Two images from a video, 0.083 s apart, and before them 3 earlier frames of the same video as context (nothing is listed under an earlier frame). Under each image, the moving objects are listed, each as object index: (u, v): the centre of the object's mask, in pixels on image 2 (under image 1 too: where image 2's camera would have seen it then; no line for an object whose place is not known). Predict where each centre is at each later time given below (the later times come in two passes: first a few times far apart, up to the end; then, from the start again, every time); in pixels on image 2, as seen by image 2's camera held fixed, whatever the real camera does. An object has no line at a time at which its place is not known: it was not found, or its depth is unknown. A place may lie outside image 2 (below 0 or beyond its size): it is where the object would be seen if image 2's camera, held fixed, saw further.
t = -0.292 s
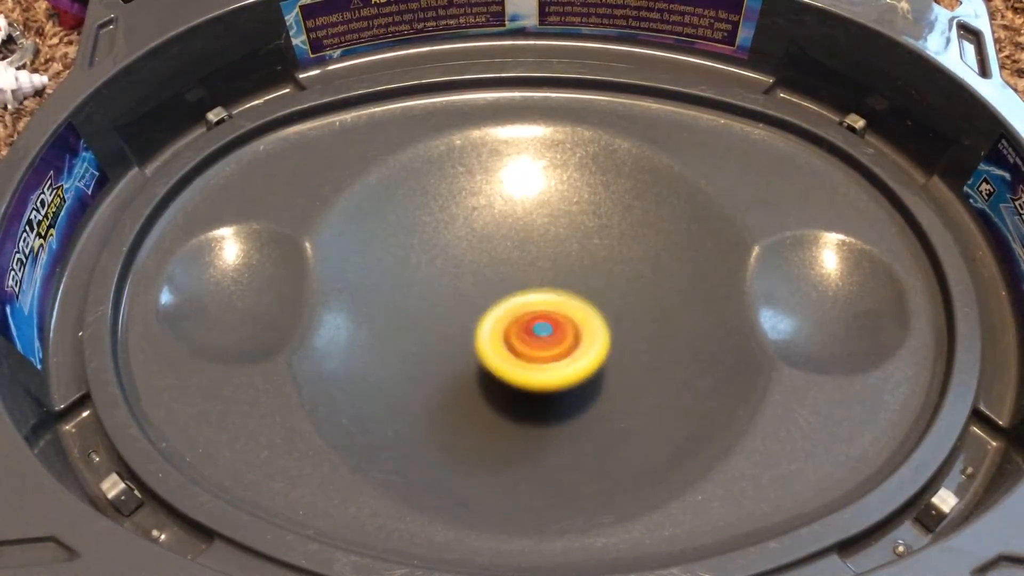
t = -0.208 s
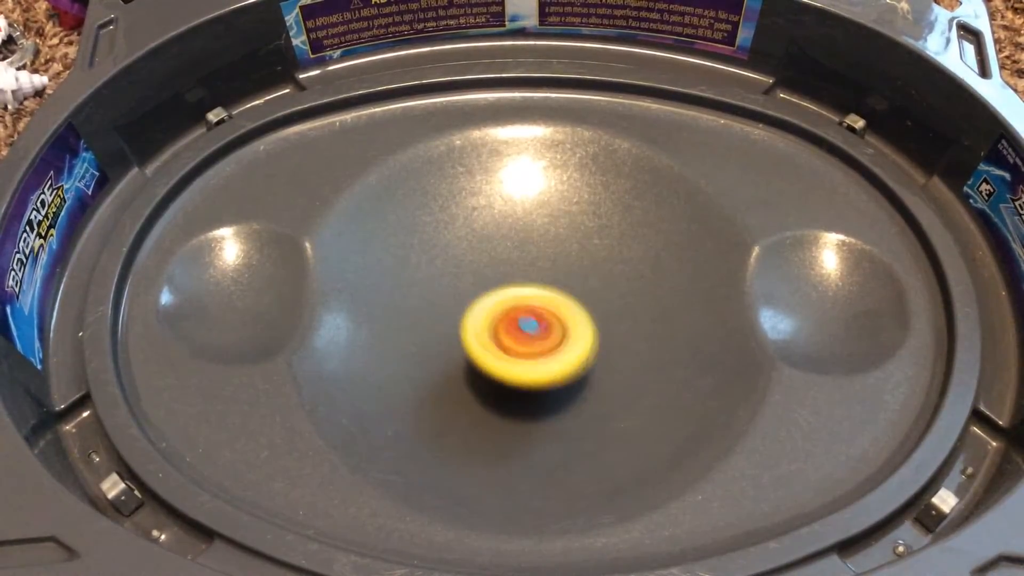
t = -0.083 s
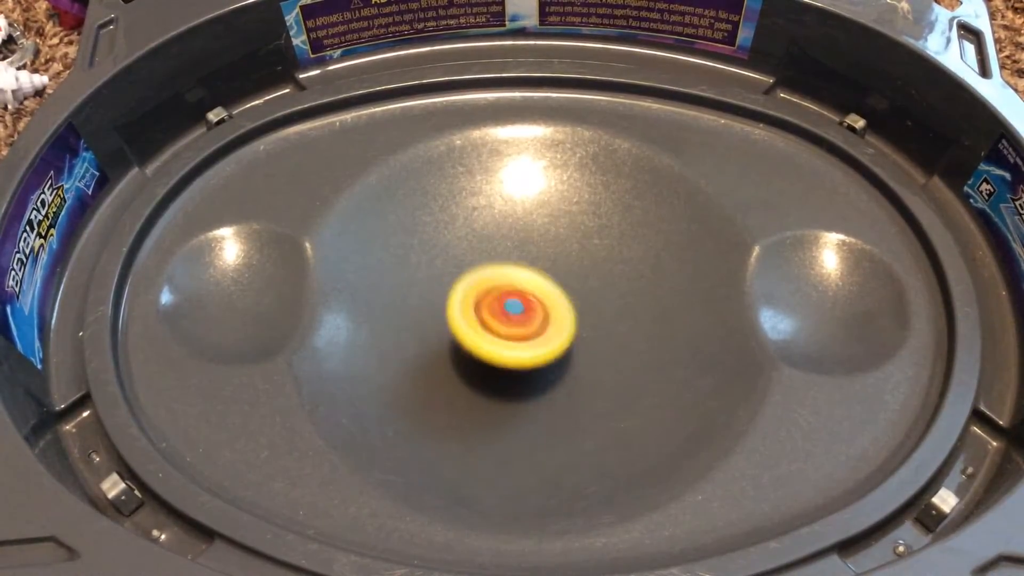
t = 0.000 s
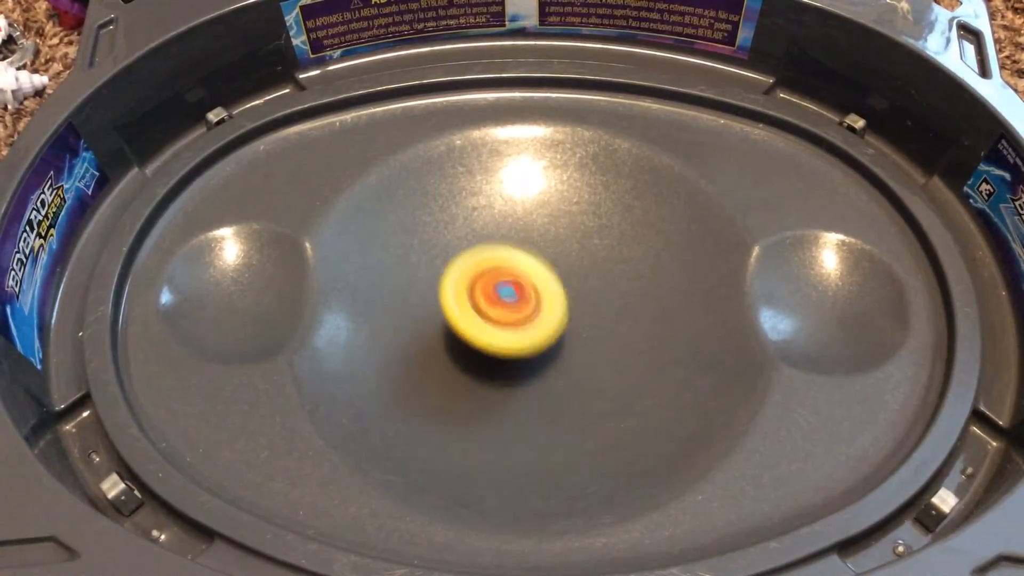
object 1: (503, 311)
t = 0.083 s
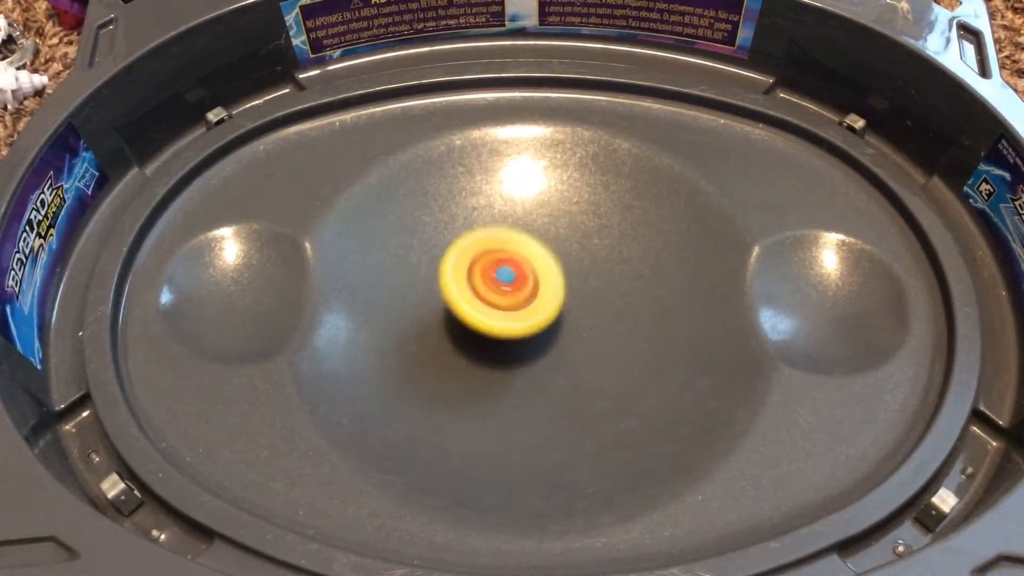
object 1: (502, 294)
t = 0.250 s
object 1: (514, 268)
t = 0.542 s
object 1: (549, 280)
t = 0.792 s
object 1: (550, 330)
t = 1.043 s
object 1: (514, 347)
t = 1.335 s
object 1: (499, 306)
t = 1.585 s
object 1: (535, 275)
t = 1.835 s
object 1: (566, 292)
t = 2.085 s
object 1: (548, 328)
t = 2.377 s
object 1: (495, 325)
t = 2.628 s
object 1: (498, 291)
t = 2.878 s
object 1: (541, 286)
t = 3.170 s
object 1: (562, 322)
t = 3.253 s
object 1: (554, 332)
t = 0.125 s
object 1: (503, 286)
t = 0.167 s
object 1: (505, 279)
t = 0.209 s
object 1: (509, 273)
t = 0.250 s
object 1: (514, 268)
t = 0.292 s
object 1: (518, 264)
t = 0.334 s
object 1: (523, 263)
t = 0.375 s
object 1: (529, 263)
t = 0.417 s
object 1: (534, 264)
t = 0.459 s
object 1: (540, 268)
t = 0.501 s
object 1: (545, 273)
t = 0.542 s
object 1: (549, 280)
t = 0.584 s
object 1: (553, 288)
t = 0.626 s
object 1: (555, 296)
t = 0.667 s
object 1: (555, 305)
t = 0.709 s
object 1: (555, 314)
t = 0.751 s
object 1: (553, 322)
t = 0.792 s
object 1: (550, 330)
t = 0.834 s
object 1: (545, 336)
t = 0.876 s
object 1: (539, 342)
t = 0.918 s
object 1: (533, 347)
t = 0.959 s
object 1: (527, 349)
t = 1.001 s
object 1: (520, 349)
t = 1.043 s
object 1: (514, 347)
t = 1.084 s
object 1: (509, 345)
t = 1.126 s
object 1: (505, 341)
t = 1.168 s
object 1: (500, 335)
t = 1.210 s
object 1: (497, 329)
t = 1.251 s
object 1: (497, 322)
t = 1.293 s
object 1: (497, 314)
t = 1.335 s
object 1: (499, 306)
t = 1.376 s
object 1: (502, 299)
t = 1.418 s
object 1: (507, 292)
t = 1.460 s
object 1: (513, 286)
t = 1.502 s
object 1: (519, 281)
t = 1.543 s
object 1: (526, 278)
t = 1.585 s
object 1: (535, 275)
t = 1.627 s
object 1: (541, 274)
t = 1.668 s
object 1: (548, 275)
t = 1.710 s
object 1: (555, 278)
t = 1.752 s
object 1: (560, 281)
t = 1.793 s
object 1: (563, 286)
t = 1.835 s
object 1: (566, 292)
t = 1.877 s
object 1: (567, 298)
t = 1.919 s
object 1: (566, 304)
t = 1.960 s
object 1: (564, 311)
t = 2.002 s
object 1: (560, 318)
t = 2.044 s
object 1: (555, 323)
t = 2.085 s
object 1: (548, 328)
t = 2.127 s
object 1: (540, 332)
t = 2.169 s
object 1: (532, 335)
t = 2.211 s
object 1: (524, 335)
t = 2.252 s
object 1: (516, 334)
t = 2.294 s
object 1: (508, 333)
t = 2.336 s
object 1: (502, 329)
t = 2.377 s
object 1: (495, 325)
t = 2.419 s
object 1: (491, 320)
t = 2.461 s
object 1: (490, 314)
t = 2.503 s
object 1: (489, 307)
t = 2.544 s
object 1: (490, 302)
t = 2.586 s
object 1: (494, 297)
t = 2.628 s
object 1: (498, 291)
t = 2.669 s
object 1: (503, 288)
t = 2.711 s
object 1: (510, 285)
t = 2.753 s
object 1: (518, 283)
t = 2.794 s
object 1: (525, 283)
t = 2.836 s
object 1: (534, 284)
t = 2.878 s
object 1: (541, 286)
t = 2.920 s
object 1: (548, 289)
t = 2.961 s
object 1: (554, 294)
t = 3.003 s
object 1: (559, 299)
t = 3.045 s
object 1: (561, 304)
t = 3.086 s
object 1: (563, 311)
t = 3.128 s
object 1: (563, 317)
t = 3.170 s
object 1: (562, 322)
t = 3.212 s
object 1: (558, 328)
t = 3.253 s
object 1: (554, 332)
